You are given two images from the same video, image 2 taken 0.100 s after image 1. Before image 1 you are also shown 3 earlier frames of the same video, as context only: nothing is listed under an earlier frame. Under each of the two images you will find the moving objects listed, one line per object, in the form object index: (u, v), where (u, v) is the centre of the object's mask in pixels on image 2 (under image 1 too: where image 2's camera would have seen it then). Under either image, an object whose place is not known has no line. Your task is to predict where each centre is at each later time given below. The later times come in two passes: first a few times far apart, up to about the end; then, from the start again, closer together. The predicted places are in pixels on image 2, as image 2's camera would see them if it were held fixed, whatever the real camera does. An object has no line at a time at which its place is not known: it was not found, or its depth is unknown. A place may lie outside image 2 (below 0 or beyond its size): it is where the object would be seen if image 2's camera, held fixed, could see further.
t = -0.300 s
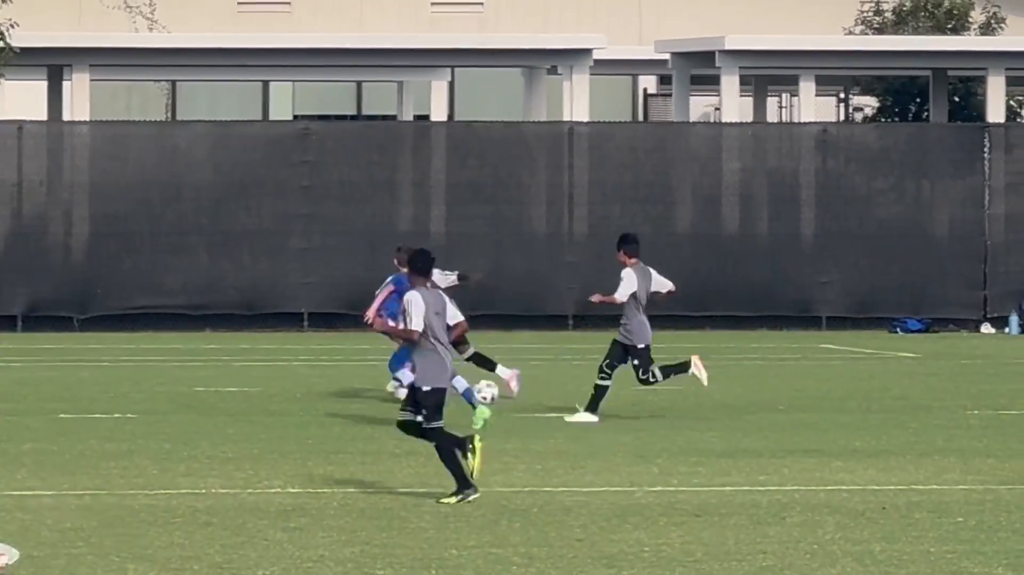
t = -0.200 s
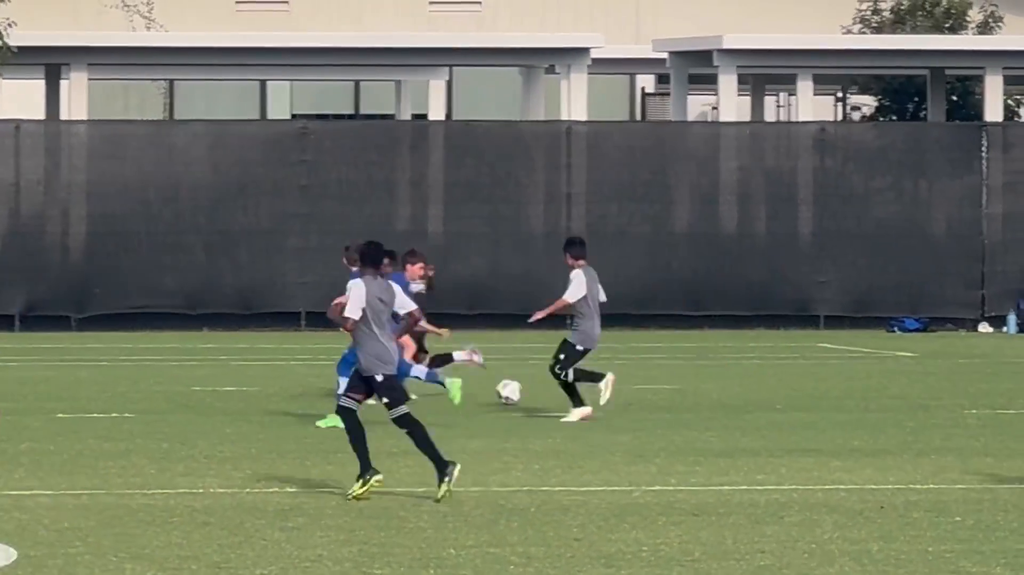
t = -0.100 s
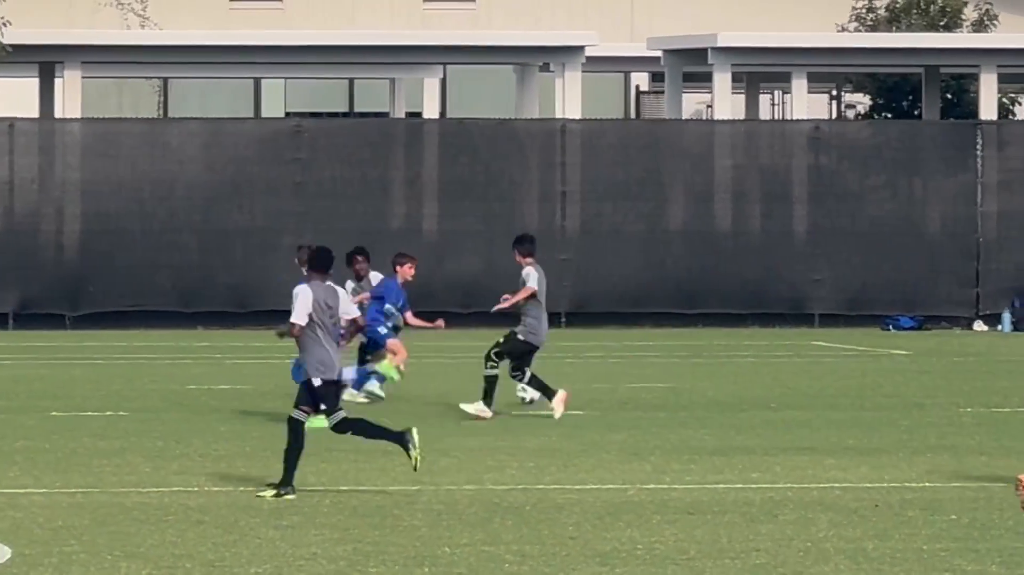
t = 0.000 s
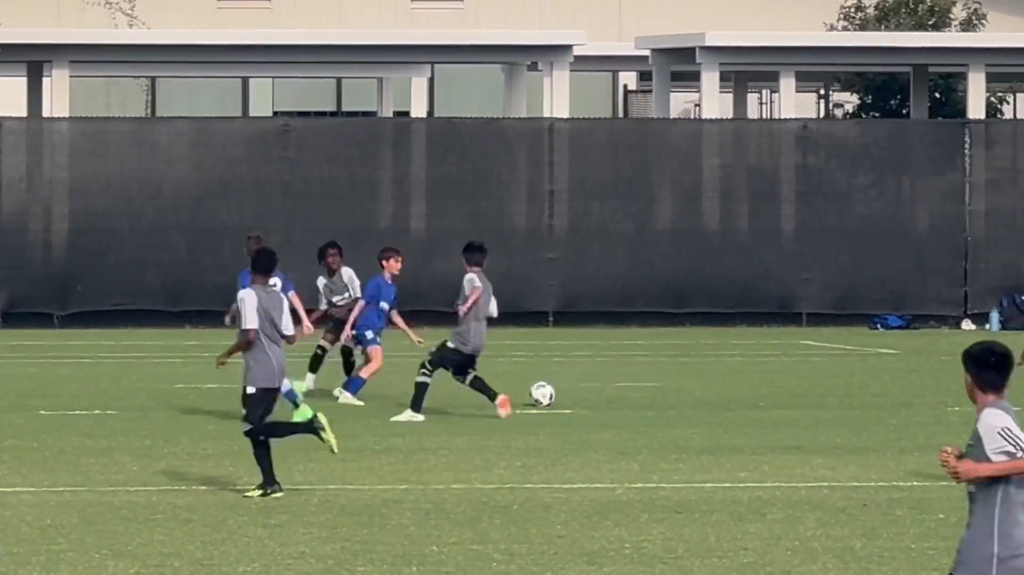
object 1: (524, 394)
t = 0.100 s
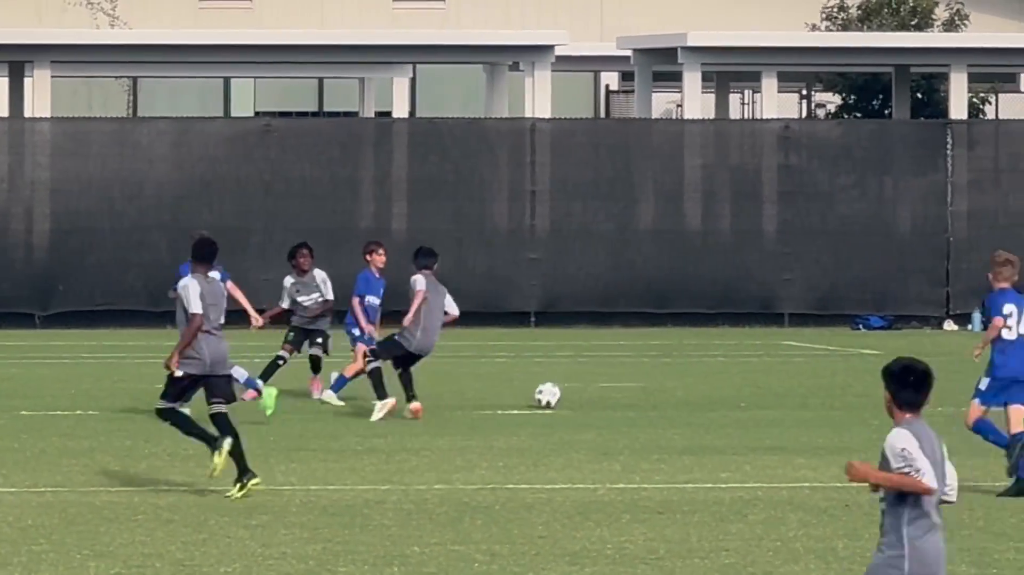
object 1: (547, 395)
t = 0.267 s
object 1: (588, 398)
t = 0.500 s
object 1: (644, 402)
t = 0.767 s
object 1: (708, 407)
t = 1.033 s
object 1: (776, 410)
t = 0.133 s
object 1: (556, 396)
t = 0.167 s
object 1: (564, 397)
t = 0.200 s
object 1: (572, 398)
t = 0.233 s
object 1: (580, 397)
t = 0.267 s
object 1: (588, 398)
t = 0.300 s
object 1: (596, 399)
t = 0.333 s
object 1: (604, 400)
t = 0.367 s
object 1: (612, 400)
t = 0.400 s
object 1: (620, 401)
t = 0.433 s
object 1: (629, 401)
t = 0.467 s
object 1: (637, 401)
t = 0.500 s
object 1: (644, 402)
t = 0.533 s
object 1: (652, 403)
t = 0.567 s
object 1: (660, 403)
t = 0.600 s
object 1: (663, 405)
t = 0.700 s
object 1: (692, 405)
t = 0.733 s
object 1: (700, 406)
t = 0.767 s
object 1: (708, 407)
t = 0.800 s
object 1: (716, 406)
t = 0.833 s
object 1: (725, 407)
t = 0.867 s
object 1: (733, 408)
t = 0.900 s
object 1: (742, 408)
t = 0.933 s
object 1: (750, 408)
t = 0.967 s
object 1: (758, 408)
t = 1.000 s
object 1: (767, 410)
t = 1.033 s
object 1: (776, 410)
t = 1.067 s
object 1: (784, 409)
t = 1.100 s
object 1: (792, 409)
